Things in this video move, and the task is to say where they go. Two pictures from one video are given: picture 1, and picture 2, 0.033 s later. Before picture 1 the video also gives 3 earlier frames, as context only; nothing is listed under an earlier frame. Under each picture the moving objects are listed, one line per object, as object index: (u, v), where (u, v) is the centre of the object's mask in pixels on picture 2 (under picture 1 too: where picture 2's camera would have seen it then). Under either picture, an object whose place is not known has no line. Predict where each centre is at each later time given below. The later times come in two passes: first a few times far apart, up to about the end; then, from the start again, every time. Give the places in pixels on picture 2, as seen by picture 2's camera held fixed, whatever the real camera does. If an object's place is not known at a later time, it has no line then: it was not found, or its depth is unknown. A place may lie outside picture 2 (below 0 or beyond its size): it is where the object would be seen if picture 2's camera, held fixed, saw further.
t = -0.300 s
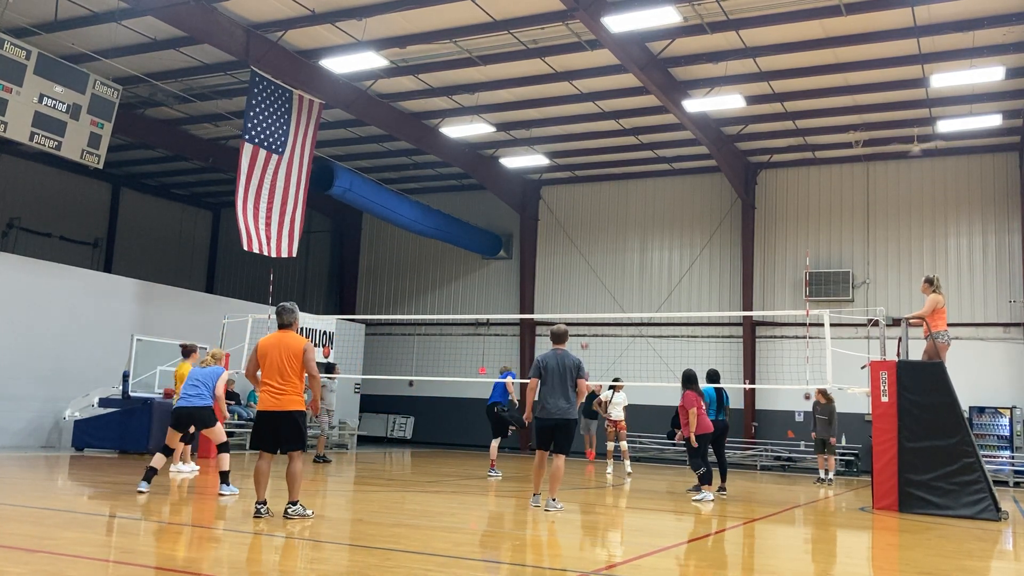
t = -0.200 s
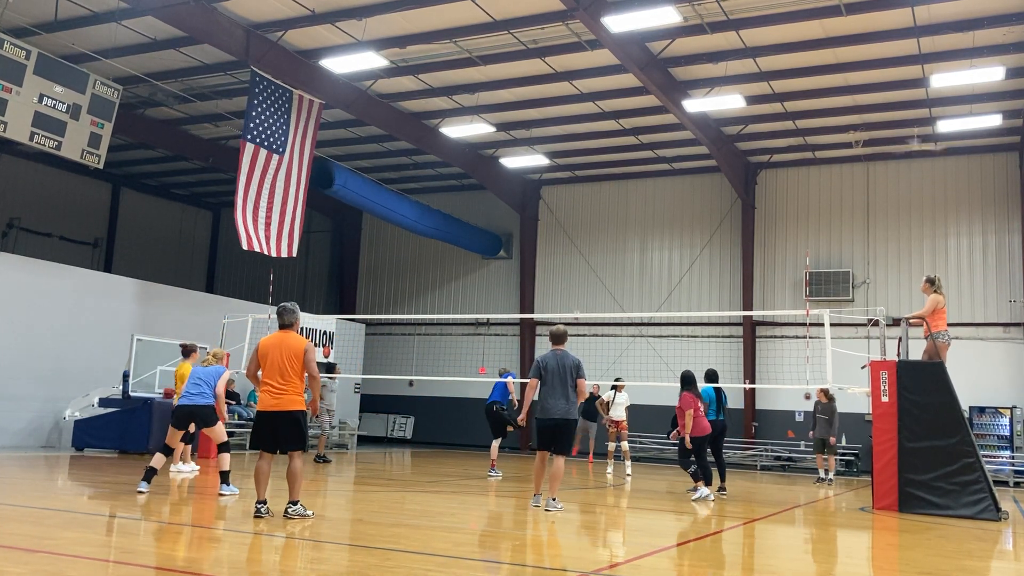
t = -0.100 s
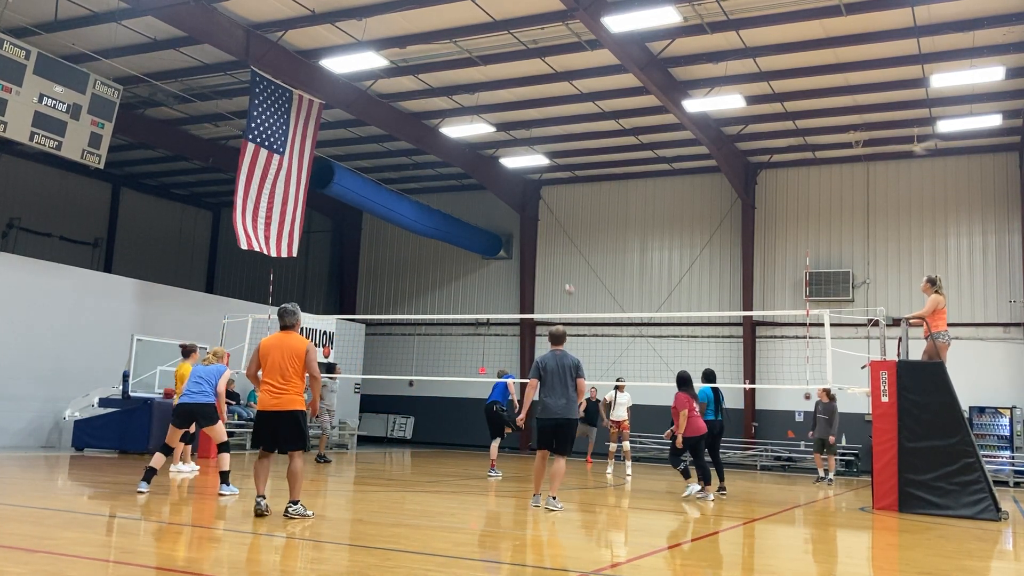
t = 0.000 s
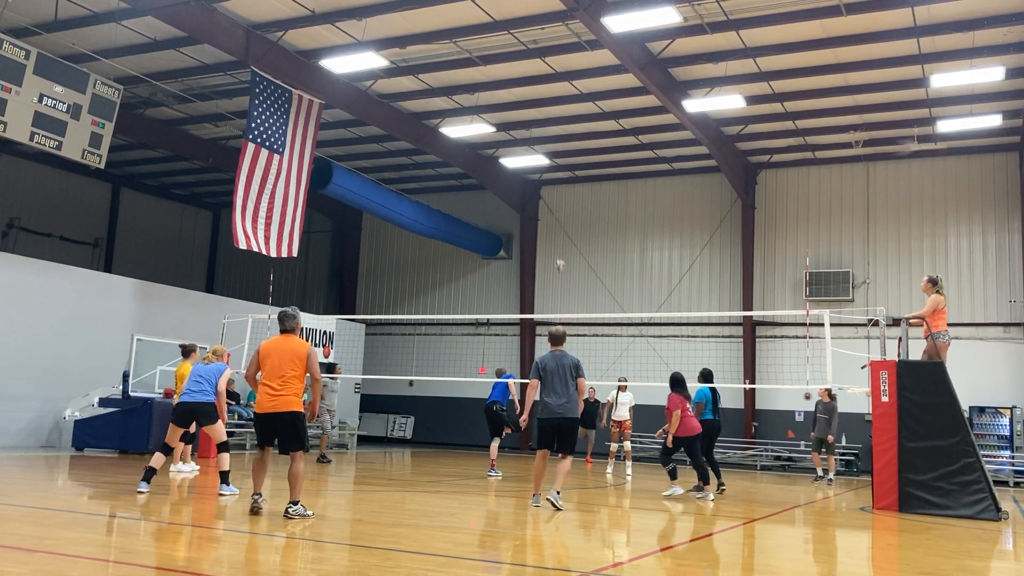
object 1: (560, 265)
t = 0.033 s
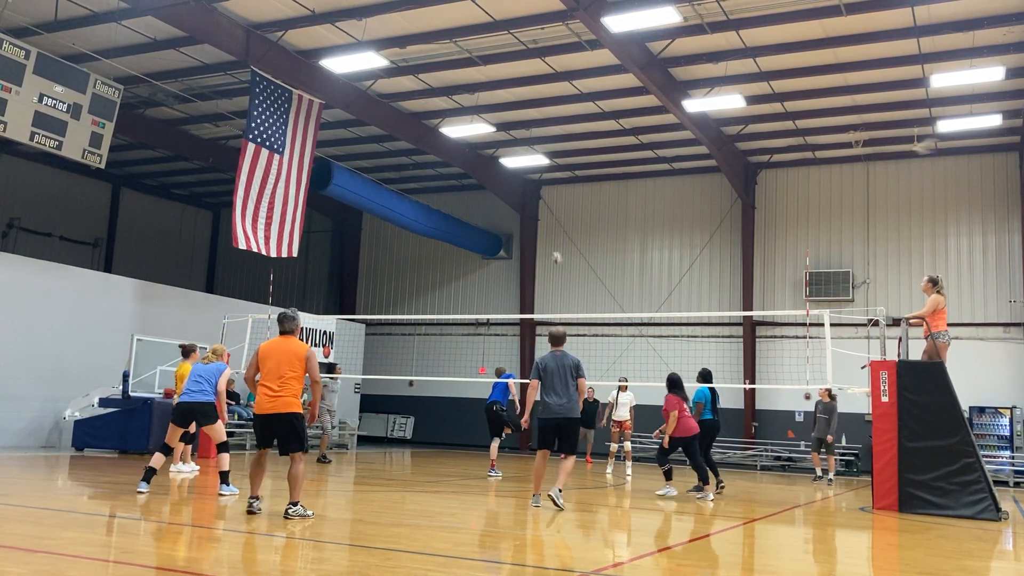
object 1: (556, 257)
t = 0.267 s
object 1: (535, 218)
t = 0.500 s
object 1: (508, 202)
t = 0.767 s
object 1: (467, 227)
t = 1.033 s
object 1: (410, 328)
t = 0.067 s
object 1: (554, 250)
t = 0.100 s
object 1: (550, 243)
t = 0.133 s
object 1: (547, 237)
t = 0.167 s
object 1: (544, 232)
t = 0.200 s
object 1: (541, 227)
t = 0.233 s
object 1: (538, 223)
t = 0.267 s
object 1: (535, 218)
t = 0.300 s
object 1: (532, 214)
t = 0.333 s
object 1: (528, 211)
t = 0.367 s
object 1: (524, 208)
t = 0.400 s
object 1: (520, 205)
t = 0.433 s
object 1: (516, 203)
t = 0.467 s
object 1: (512, 202)
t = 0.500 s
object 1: (508, 202)
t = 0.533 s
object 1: (504, 202)
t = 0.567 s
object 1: (499, 203)
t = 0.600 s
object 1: (493, 204)
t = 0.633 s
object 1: (488, 207)
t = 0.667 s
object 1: (482, 209)
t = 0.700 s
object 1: (478, 213)
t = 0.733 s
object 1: (473, 218)
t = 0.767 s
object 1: (467, 227)
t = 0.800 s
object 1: (461, 235)
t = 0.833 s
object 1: (455, 244)
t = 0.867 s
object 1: (449, 254)
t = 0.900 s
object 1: (442, 265)
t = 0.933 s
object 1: (435, 278)
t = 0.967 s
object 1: (427, 293)
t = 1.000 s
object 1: (420, 307)
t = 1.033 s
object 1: (410, 328)
